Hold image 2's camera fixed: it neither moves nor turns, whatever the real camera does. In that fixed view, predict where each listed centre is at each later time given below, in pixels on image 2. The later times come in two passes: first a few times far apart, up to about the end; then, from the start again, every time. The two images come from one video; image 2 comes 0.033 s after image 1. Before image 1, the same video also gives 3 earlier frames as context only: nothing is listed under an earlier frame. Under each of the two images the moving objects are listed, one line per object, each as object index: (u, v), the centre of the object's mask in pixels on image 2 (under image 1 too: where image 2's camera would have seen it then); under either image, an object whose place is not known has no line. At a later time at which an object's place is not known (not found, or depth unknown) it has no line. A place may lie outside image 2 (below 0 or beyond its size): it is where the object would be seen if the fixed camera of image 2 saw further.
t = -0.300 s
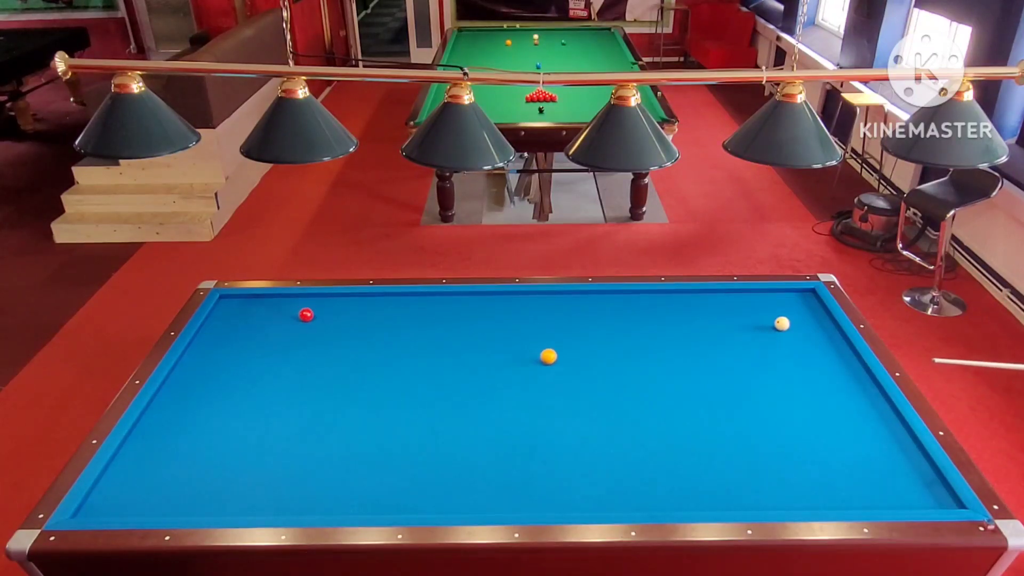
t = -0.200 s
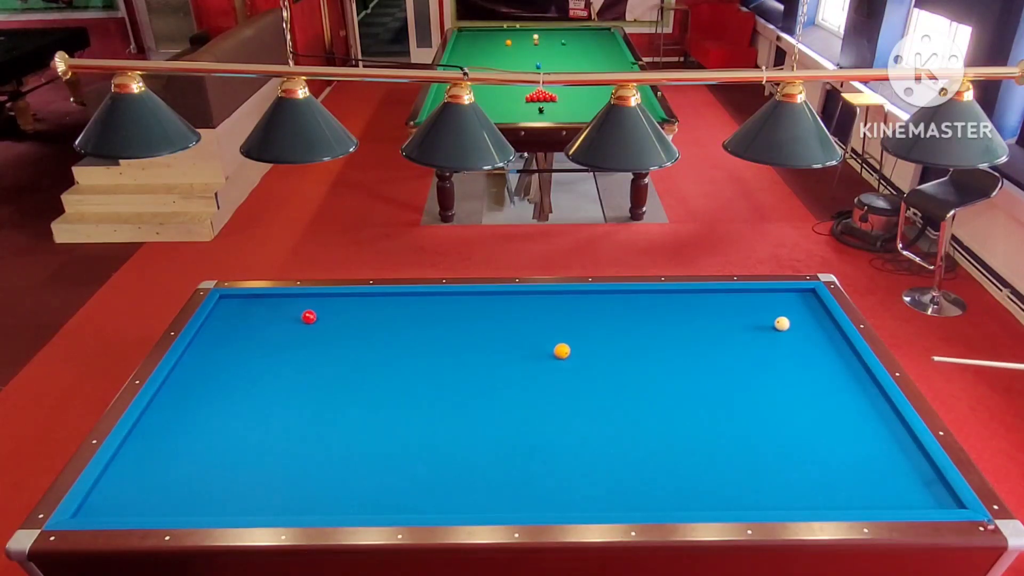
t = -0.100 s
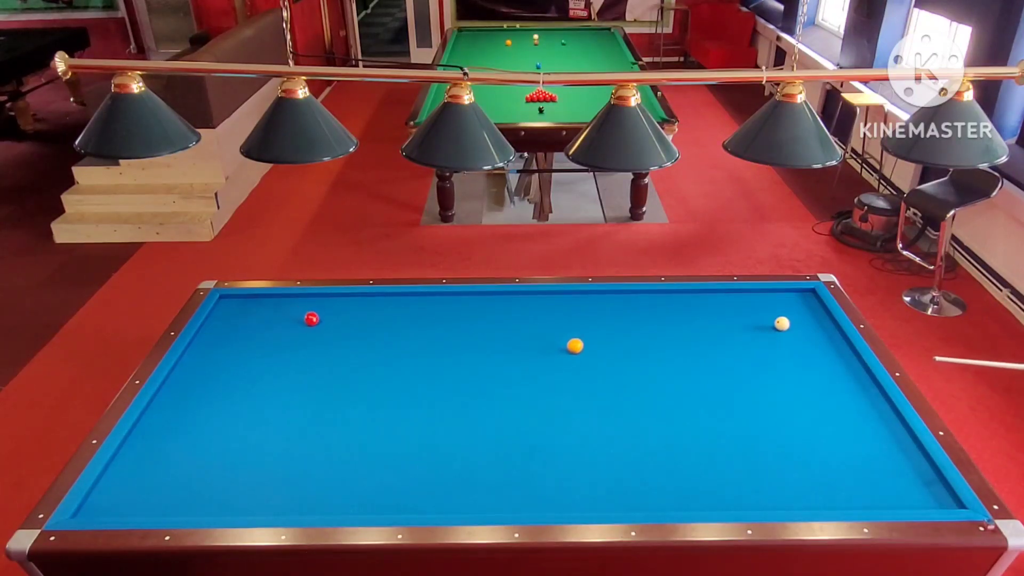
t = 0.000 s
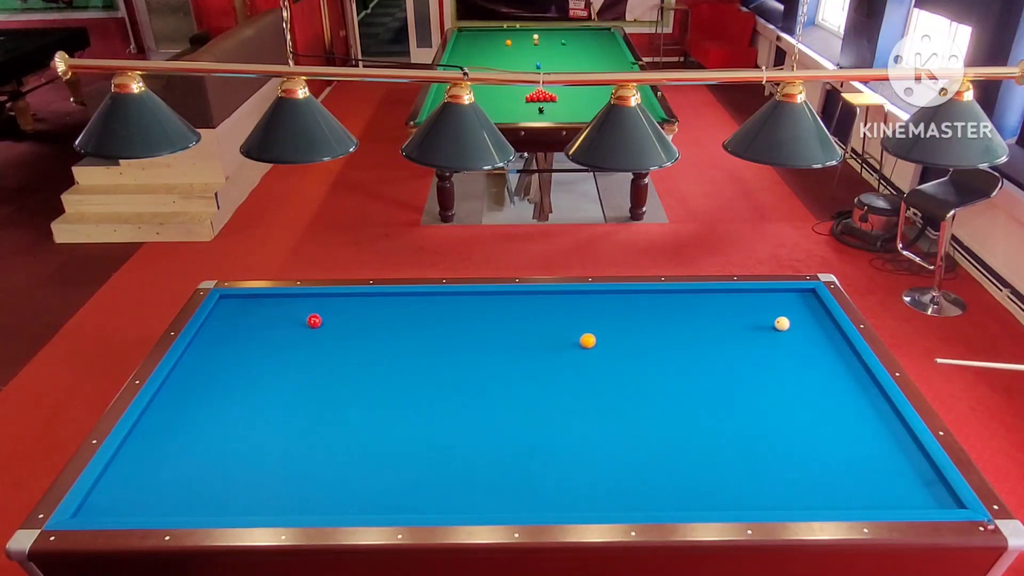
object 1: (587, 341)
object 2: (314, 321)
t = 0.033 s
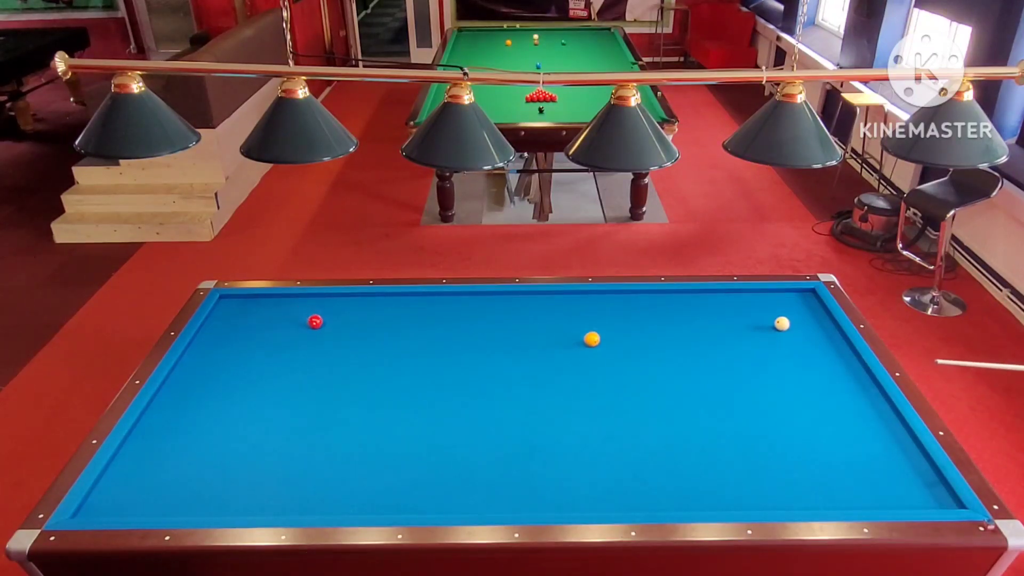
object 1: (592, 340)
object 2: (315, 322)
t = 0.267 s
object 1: (620, 328)
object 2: (321, 326)
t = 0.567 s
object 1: (654, 315)
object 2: (329, 332)
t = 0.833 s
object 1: (681, 304)
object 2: (335, 336)
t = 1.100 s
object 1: (708, 294)
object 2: (341, 341)
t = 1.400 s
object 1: (735, 298)
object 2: (347, 346)
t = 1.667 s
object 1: (759, 302)
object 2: (352, 351)
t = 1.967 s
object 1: (787, 307)
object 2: (358, 356)
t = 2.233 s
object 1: (811, 312)
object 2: (362, 359)
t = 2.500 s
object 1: (821, 316)
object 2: (366, 363)
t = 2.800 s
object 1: (810, 320)
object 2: (370, 366)
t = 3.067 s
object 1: (801, 322)
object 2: (374, 369)
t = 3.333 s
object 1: (795, 325)
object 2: (376, 372)
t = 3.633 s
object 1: (795, 327)
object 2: (378, 374)
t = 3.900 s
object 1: (794, 328)
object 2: (380, 376)
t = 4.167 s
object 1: (794, 329)
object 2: (381, 377)
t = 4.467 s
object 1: (793, 330)
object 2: (382, 378)
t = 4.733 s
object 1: (793, 331)
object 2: (383, 378)
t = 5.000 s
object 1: (793, 331)
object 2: (382, 378)
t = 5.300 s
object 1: (793, 331)
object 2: (382, 379)
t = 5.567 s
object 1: (792, 331)
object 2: (382, 379)
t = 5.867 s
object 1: (792, 331)
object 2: (382, 379)
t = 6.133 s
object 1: (792, 331)
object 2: (382, 379)
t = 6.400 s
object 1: (792, 331)
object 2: (382, 379)
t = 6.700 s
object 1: (792, 331)
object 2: (383, 379)
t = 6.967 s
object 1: (792, 331)
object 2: (382, 379)
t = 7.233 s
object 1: (792, 331)
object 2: (382, 379)
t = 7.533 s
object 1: (792, 331)
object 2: (382, 379)
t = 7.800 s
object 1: (792, 331)
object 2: (383, 379)
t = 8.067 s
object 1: (792, 331)
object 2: (382, 379)
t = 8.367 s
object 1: (792, 331)
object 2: (383, 379)
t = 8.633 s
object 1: (792, 331)
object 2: (383, 379)
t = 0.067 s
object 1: (596, 338)
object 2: (316, 322)
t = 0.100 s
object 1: (600, 336)
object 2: (317, 323)
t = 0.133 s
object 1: (604, 334)
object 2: (318, 323)
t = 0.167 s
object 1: (608, 333)
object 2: (319, 324)
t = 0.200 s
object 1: (612, 331)
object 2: (320, 325)
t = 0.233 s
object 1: (616, 330)
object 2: (320, 325)
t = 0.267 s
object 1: (620, 328)
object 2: (321, 326)
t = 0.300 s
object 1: (624, 327)
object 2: (322, 327)
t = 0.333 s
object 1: (627, 325)
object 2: (323, 327)
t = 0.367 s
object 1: (631, 324)
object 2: (324, 328)
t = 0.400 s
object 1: (635, 322)
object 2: (324, 329)
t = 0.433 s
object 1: (639, 321)
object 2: (325, 329)
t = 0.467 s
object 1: (643, 319)
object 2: (326, 330)
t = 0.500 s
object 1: (646, 318)
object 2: (327, 330)
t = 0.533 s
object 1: (650, 316)
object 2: (328, 331)
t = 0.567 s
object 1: (654, 315)
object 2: (329, 332)
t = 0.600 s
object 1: (657, 314)
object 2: (329, 332)
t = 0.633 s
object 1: (661, 312)
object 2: (330, 333)
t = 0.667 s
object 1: (664, 311)
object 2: (331, 334)
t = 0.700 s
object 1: (668, 309)
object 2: (332, 334)
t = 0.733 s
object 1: (671, 308)
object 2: (333, 335)
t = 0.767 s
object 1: (675, 307)
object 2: (334, 335)
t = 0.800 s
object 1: (678, 306)
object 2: (334, 336)
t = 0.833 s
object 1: (681, 304)
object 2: (335, 336)
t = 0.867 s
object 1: (685, 303)
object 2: (336, 337)
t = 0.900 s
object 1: (688, 302)
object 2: (337, 338)
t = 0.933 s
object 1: (691, 300)
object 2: (337, 338)
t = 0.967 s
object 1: (695, 299)
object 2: (338, 339)
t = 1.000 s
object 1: (698, 298)
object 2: (339, 340)
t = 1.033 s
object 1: (701, 296)
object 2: (339, 340)
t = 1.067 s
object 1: (704, 295)
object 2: (340, 341)
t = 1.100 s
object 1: (708, 294)
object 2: (341, 341)
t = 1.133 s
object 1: (710, 293)
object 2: (342, 342)
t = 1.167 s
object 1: (714, 294)
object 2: (342, 343)
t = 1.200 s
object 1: (717, 294)
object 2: (343, 343)
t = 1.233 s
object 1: (720, 295)
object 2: (344, 344)
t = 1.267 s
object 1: (723, 295)
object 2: (344, 344)
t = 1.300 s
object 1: (726, 296)
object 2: (345, 345)
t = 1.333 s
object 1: (729, 297)
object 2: (346, 345)
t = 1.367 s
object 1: (732, 297)
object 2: (347, 346)
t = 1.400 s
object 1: (735, 298)
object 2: (347, 346)
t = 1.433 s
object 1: (738, 298)
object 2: (348, 347)
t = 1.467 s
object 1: (741, 299)
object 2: (348, 348)
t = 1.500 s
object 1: (744, 299)
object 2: (349, 348)
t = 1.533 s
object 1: (747, 300)
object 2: (350, 349)
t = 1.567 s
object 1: (750, 301)
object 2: (351, 349)
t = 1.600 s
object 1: (753, 301)
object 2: (351, 350)
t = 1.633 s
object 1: (756, 302)
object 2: (352, 350)
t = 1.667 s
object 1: (759, 302)
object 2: (352, 351)
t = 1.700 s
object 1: (762, 303)
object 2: (353, 352)
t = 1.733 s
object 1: (766, 304)
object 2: (354, 352)
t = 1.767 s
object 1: (769, 304)
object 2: (354, 353)
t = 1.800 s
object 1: (771, 305)
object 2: (355, 353)
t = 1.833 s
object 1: (775, 305)
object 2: (355, 354)
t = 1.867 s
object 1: (778, 306)
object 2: (356, 354)
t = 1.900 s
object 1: (781, 306)
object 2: (357, 355)
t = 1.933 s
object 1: (784, 307)
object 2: (357, 355)
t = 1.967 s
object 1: (787, 307)
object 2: (358, 356)
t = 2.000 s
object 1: (789, 308)
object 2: (358, 356)
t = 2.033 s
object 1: (793, 309)
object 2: (359, 357)
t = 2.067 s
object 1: (796, 309)
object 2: (359, 357)
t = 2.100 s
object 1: (799, 310)
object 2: (360, 358)
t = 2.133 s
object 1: (802, 310)
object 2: (361, 358)
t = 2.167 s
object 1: (805, 311)
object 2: (361, 359)
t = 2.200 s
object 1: (808, 312)
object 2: (362, 359)
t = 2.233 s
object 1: (811, 312)
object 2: (362, 359)
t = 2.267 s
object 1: (814, 313)
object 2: (363, 360)
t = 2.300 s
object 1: (817, 313)
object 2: (363, 360)
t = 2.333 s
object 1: (819, 314)
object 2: (364, 361)
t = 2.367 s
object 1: (823, 315)
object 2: (364, 361)
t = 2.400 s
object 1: (825, 315)
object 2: (365, 362)
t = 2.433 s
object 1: (824, 315)
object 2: (365, 362)
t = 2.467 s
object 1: (823, 316)
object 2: (366, 362)
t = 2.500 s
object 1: (821, 316)
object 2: (366, 363)
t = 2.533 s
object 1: (820, 317)
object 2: (367, 363)
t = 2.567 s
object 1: (819, 317)
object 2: (367, 364)
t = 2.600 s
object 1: (818, 317)
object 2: (368, 364)
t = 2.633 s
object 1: (817, 318)
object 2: (368, 364)
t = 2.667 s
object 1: (815, 318)
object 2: (369, 365)
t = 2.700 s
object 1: (814, 318)
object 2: (369, 365)
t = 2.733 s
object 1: (813, 319)
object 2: (370, 366)
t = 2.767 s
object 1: (811, 319)
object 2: (370, 366)
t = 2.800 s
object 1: (810, 320)
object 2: (370, 366)
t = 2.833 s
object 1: (809, 320)
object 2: (371, 367)
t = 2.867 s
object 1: (808, 320)
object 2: (371, 367)
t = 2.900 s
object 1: (807, 321)
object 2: (372, 367)
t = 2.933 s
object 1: (805, 321)
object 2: (372, 368)
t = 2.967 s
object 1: (804, 321)
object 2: (372, 368)
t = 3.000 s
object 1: (803, 322)
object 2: (373, 369)
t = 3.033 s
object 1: (802, 322)
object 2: (373, 369)
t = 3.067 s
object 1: (801, 322)
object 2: (374, 369)
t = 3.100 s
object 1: (800, 323)
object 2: (374, 370)
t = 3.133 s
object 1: (798, 323)
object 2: (374, 370)
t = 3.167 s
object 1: (797, 323)
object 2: (374, 370)
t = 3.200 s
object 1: (796, 324)
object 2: (375, 370)
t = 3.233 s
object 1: (796, 324)
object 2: (375, 371)
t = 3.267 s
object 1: (796, 324)
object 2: (375, 371)
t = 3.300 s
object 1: (795, 324)
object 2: (376, 371)
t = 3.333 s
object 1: (795, 325)
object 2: (376, 372)
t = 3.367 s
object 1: (795, 325)
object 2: (376, 372)
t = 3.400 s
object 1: (795, 325)
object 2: (377, 372)
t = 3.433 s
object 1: (795, 326)
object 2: (377, 372)
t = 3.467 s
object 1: (795, 326)
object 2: (377, 373)
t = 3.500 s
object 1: (795, 326)
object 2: (377, 373)
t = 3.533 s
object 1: (795, 326)
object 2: (378, 373)
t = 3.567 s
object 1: (795, 326)
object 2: (378, 373)
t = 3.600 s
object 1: (795, 327)
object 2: (378, 374)
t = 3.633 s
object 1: (795, 327)
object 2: (378, 374)
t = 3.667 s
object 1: (794, 327)
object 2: (379, 374)
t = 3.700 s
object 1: (794, 327)
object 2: (379, 374)
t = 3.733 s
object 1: (794, 327)
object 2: (379, 375)
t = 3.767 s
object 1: (794, 328)
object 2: (379, 375)
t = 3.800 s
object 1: (794, 328)
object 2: (380, 375)
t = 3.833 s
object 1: (794, 328)
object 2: (380, 375)
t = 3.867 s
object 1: (794, 328)
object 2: (380, 375)
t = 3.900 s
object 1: (794, 328)
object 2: (380, 376)
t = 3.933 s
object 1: (794, 328)
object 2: (380, 376)
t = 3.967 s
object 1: (794, 328)
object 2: (380, 376)
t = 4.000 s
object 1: (794, 329)
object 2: (381, 376)
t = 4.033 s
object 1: (794, 329)
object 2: (381, 377)
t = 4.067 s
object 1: (794, 329)
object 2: (381, 377)
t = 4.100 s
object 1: (794, 329)
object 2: (381, 377)
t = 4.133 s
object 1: (794, 329)
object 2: (381, 377)
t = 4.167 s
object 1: (794, 329)
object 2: (381, 377)
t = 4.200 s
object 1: (794, 329)
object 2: (382, 377)
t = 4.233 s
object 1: (794, 329)
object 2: (382, 377)
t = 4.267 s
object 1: (794, 330)
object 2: (382, 377)
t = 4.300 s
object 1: (793, 330)
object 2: (382, 378)
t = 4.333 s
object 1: (793, 330)
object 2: (382, 378)
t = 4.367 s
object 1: (793, 330)
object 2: (382, 378)
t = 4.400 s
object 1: (793, 330)
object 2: (382, 378)
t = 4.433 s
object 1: (793, 330)
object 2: (382, 378)
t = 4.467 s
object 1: (793, 330)
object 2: (382, 378)
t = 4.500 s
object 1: (793, 330)
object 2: (382, 378)
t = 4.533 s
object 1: (793, 330)
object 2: (382, 378)
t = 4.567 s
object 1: (793, 330)
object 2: (382, 378)
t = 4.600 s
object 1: (793, 330)
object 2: (382, 378)
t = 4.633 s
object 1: (793, 331)
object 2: (382, 379)
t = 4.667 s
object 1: (793, 331)
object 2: (382, 379)
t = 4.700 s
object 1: (793, 331)
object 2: (382, 379)
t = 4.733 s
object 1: (793, 331)
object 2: (383, 378)
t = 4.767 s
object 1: (793, 331)
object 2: (382, 379)
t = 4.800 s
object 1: (793, 331)
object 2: (383, 378)
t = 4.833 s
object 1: (792, 331)
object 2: (383, 378)
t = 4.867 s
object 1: (793, 331)
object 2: (382, 379)
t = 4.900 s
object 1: (793, 331)
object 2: (382, 379)
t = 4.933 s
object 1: (793, 331)
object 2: (382, 379)
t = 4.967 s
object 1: (793, 331)
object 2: (382, 378)
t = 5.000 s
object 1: (793, 331)
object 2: (382, 378)
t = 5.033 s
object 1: (793, 331)
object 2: (382, 379)
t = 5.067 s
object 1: (793, 331)
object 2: (382, 379)
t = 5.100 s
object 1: (793, 331)
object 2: (382, 378)
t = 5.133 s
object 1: (793, 331)
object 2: (382, 378)
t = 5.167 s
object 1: (793, 331)
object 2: (382, 378)
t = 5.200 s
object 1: (793, 331)
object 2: (382, 378)
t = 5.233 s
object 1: (793, 331)
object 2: (382, 379)
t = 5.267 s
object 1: (793, 331)
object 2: (382, 379)
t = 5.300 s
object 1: (793, 331)
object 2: (382, 379)
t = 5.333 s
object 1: (792, 331)
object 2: (382, 379)
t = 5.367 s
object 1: (792, 331)
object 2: (382, 379)
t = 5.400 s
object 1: (792, 331)
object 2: (382, 379)
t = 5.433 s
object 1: (792, 331)
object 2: (382, 379)
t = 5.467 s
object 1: (792, 331)
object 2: (382, 379)
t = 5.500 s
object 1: (793, 331)
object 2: (382, 379)
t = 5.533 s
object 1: (793, 331)
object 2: (382, 379)
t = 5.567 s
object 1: (792, 331)
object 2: (382, 379)
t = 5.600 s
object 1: (793, 331)
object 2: (382, 379)
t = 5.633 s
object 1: (793, 331)
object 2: (382, 379)
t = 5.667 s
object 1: (793, 331)
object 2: (382, 379)
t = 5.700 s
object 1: (793, 331)
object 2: (382, 379)
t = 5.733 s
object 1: (793, 331)
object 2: (382, 379)
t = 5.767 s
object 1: (793, 331)
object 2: (382, 379)
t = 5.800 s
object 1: (793, 331)
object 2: (382, 379)
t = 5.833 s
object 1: (793, 331)
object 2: (382, 379)
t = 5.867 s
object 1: (792, 331)
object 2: (382, 379)
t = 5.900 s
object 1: (792, 331)
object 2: (382, 379)
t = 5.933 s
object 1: (792, 331)
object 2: (382, 379)
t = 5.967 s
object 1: (792, 331)
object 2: (382, 379)
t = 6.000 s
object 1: (792, 331)
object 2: (382, 379)
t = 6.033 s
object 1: (792, 331)
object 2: (382, 379)
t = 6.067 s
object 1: (792, 331)
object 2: (382, 379)
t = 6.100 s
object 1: (792, 331)
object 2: (382, 379)
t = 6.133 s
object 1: (792, 331)
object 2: (382, 379)
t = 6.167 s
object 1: (792, 331)
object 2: (382, 379)
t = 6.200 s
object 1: (792, 331)
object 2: (382, 379)
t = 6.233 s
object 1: (792, 331)
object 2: (382, 379)
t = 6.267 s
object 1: (793, 331)
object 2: (383, 379)
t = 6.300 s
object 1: (792, 331)
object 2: (382, 379)
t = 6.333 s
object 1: (792, 331)
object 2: (382, 379)
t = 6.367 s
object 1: (792, 331)
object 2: (382, 379)
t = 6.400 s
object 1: (792, 331)
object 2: (382, 379)
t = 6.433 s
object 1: (792, 331)
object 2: (382, 379)
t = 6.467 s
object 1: (792, 331)
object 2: (382, 379)
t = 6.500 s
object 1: (792, 331)
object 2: (382, 379)
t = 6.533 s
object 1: (792, 331)
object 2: (382, 379)
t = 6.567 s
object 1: (792, 331)
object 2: (382, 379)
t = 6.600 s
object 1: (792, 331)
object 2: (382, 379)
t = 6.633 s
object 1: (792, 331)
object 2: (382, 379)
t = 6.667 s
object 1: (792, 331)
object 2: (383, 379)
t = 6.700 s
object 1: (792, 331)
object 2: (383, 379)
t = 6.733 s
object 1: (792, 331)
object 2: (383, 379)
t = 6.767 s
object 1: (792, 331)
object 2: (382, 379)
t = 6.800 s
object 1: (792, 331)
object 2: (382, 379)
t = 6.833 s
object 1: (792, 331)
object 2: (383, 379)
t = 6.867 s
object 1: (792, 331)
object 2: (383, 379)
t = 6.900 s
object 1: (792, 331)
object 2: (383, 379)
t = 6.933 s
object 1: (792, 331)
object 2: (383, 379)
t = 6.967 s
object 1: (792, 331)
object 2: (382, 379)
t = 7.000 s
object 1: (792, 331)
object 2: (383, 379)
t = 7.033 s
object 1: (792, 331)
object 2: (382, 379)
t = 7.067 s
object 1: (792, 331)
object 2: (383, 379)
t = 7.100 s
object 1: (792, 331)
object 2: (383, 379)
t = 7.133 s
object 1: (792, 331)
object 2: (383, 379)
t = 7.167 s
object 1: (792, 331)
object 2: (383, 379)
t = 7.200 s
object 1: (792, 331)
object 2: (382, 379)
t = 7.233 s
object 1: (792, 331)
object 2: (382, 379)
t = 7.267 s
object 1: (792, 331)
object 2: (383, 379)
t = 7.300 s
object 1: (792, 331)
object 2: (382, 379)
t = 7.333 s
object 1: (792, 331)
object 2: (382, 379)
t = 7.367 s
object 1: (792, 331)
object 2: (383, 379)
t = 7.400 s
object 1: (792, 331)
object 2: (383, 379)
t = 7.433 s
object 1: (792, 331)
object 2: (383, 379)
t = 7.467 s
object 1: (792, 331)
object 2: (382, 379)
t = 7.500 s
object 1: (792, 331)
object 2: (383, 379)
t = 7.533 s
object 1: (792, 331)
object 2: (382, 379)
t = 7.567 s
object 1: (792, 331)
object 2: (383, 378)
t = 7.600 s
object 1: (792, 331)
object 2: (382, 379)
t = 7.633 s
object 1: (792, 331)
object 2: (382, 379)
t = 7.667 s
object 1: (792, 331)
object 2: (383, 379)
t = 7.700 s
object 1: (792, 331)
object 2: (382, 379)
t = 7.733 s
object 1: (792, 331)
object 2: (383, 379)
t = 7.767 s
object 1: (792, 331)
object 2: (382, 379)
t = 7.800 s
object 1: (792, 331)
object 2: (383, 379)
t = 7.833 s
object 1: (792, 331)
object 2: (383, 379)
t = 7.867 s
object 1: (792, 331)
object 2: (382, 379)
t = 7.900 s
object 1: (792, 331)
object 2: (383, 379)
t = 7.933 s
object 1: (792, 331)
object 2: (382, 379)
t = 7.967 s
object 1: (792, 331)
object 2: (383, 379)
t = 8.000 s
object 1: (792, 331)
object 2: (383, 379)
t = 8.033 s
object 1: (792, 331)
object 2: (383, 379)
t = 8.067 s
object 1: (792, 331)
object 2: (382, 379)
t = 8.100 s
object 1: (792, 331)
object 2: (382, 379)
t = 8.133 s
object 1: (792, 331)
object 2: (383, 379)
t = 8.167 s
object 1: (792, 331)
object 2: (382, 379)
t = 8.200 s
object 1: (792, 331)
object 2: (382, 379)
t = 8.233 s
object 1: (792, 331)
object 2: (383, 379)
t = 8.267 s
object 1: (792, 331)
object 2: (382, 379)
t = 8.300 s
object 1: (792, 331)
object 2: (383, 379)
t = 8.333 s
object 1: (792, 331)
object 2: (382, 379)
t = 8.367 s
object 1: (792, 331)
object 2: (383, 379)
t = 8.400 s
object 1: (792, 331)
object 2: (383, 379)
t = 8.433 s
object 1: (792, 331)
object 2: (382, 379)
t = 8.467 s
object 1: (792, 331)
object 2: (383, 379)
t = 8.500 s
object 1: (792, 331)
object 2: (382, 379)
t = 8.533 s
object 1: (792, 331)
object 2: (382, 379)
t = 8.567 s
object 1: (792, 331)
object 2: (382, 379)
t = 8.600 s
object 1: (792, 331)
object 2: (382, 379)
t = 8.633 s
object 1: (792, 331)
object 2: (383, 379)
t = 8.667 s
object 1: (792, 331)
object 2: (382, 379)
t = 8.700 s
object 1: (792, 331)
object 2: (383, 379)
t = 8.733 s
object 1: (792, 331)
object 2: (383, 379)
